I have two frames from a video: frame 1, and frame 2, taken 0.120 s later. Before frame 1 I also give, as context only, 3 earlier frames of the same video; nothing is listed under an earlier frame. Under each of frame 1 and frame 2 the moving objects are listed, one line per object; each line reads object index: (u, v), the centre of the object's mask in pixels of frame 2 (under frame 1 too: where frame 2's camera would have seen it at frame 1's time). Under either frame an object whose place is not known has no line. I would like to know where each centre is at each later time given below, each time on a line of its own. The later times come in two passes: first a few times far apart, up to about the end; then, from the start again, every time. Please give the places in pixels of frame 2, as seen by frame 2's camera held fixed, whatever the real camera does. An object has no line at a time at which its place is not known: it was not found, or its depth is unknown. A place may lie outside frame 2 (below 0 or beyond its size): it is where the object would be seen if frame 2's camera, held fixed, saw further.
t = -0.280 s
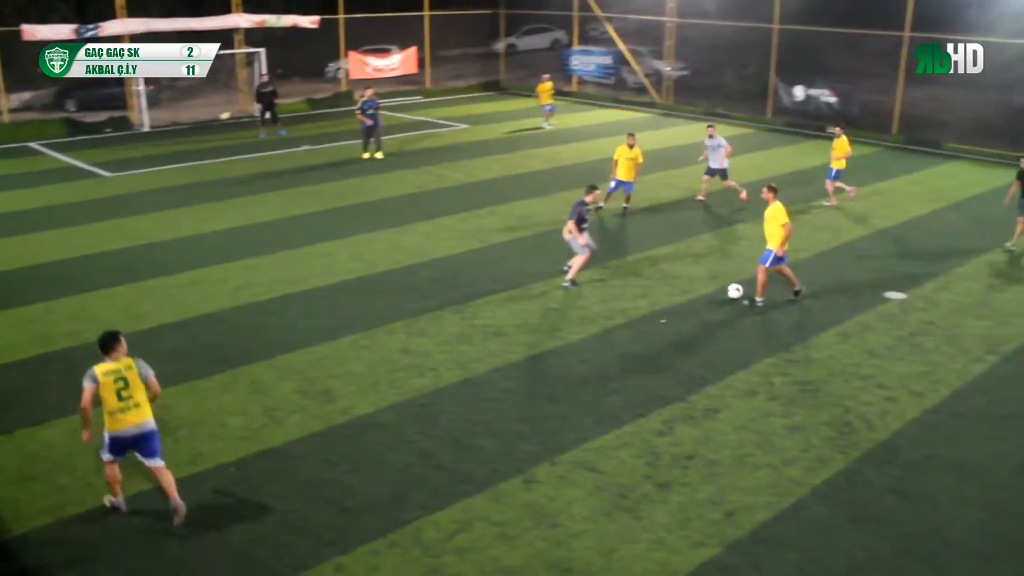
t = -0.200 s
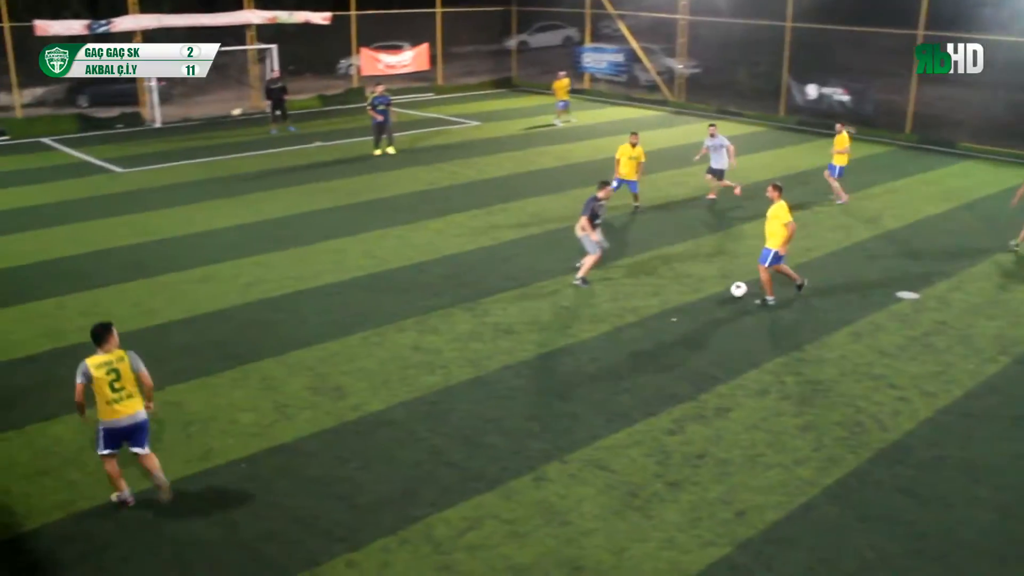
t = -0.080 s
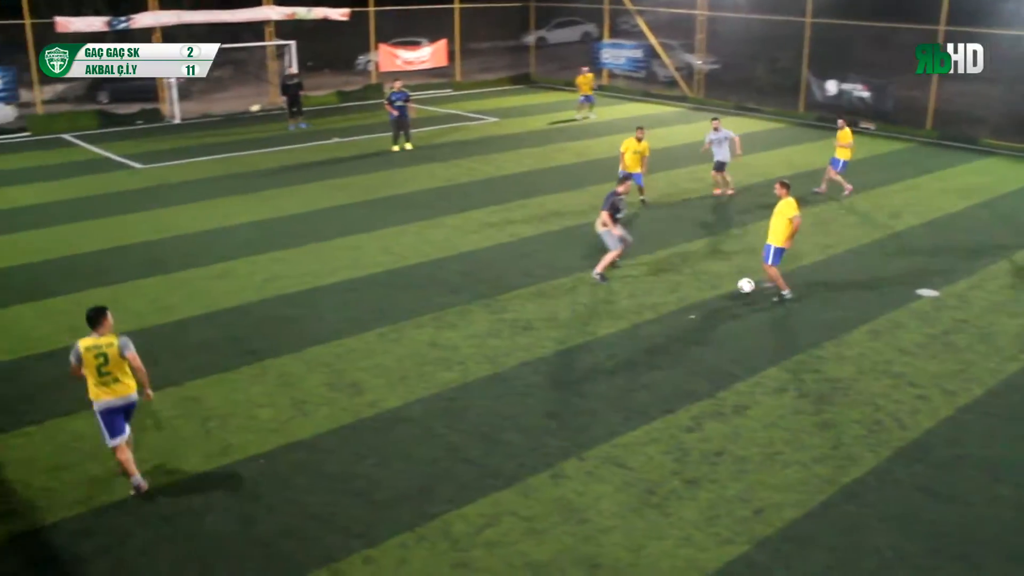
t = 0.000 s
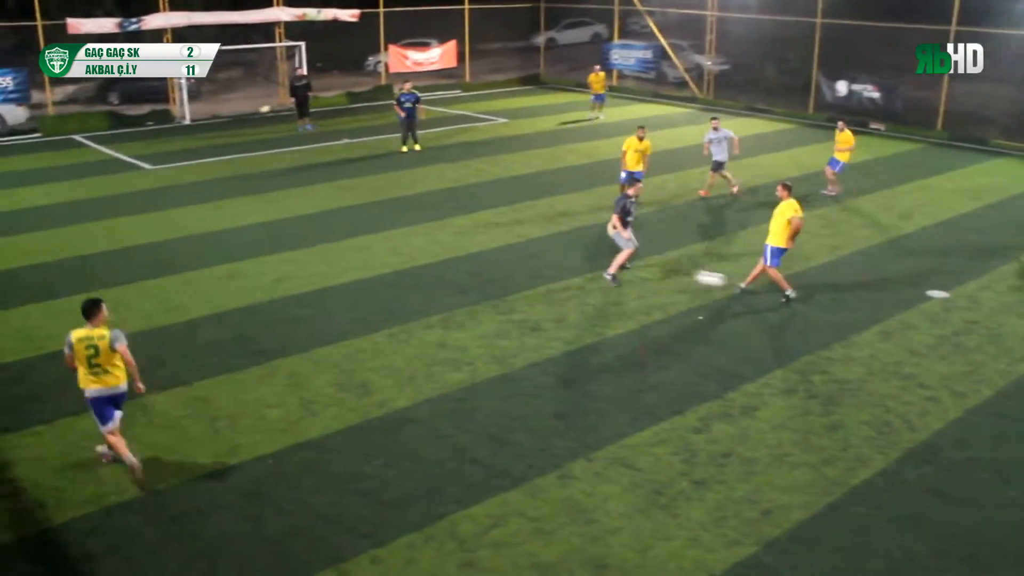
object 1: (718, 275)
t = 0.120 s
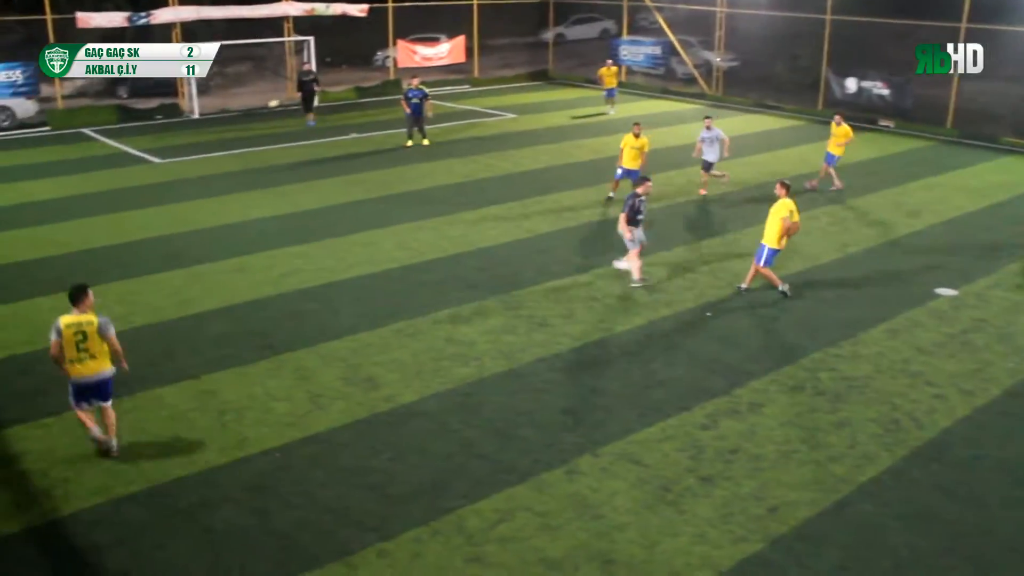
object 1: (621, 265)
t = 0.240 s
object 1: (553, 253)
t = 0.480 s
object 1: (433, 237)
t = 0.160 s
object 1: (600, 262)
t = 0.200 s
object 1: (576, 257)
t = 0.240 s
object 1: (553, 253)
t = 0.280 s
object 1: (530, 249)
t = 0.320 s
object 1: (507, 248)
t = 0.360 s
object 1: (486, 247)
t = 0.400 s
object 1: (466, 245)
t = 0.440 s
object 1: (449, 241)
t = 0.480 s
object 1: (433, 237)
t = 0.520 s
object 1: (417, 235)
